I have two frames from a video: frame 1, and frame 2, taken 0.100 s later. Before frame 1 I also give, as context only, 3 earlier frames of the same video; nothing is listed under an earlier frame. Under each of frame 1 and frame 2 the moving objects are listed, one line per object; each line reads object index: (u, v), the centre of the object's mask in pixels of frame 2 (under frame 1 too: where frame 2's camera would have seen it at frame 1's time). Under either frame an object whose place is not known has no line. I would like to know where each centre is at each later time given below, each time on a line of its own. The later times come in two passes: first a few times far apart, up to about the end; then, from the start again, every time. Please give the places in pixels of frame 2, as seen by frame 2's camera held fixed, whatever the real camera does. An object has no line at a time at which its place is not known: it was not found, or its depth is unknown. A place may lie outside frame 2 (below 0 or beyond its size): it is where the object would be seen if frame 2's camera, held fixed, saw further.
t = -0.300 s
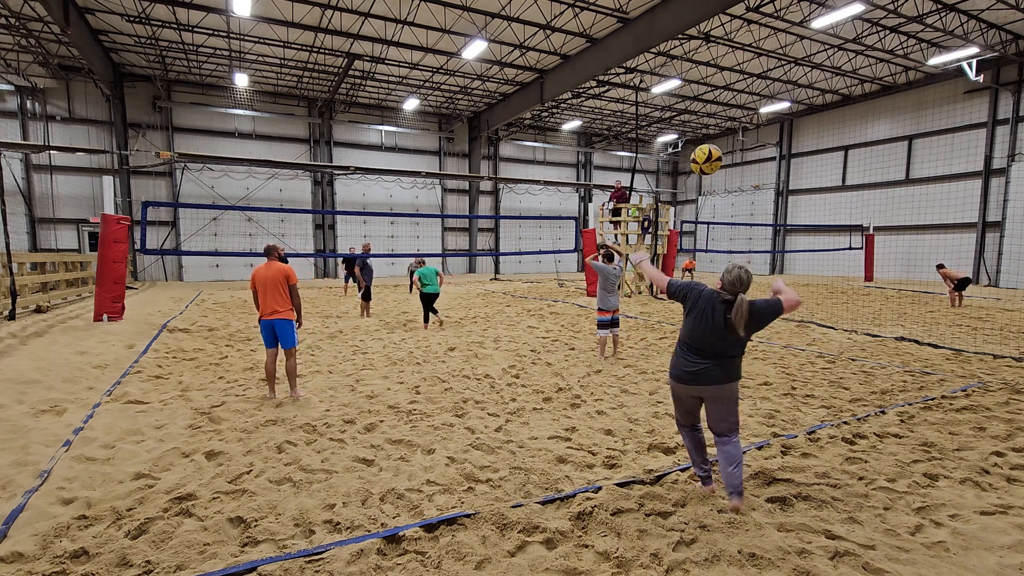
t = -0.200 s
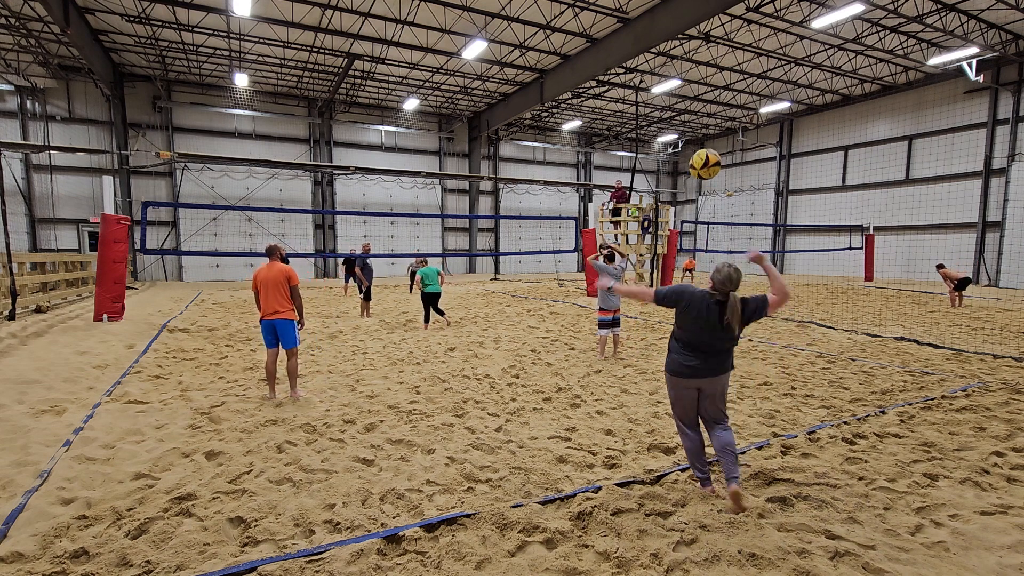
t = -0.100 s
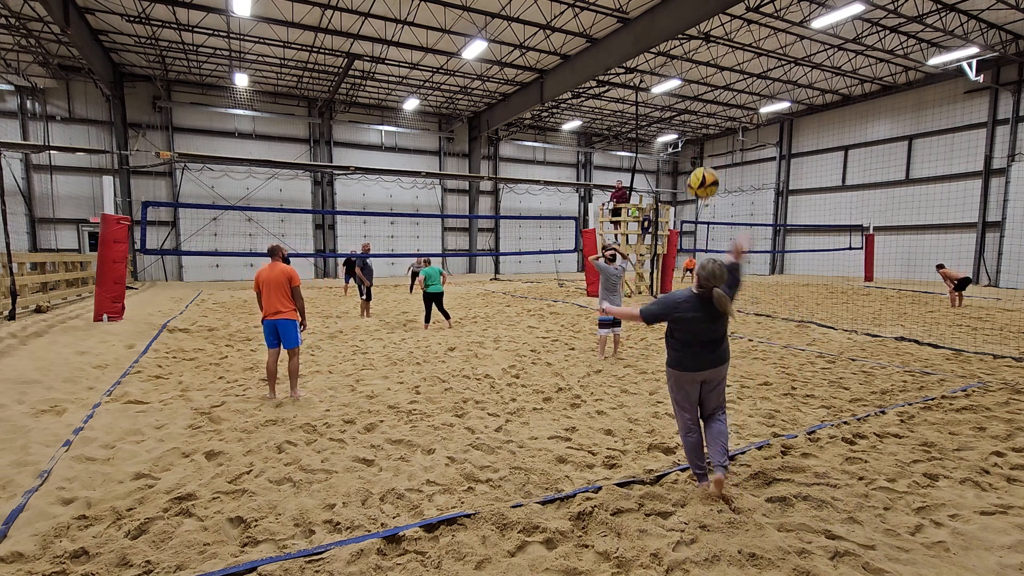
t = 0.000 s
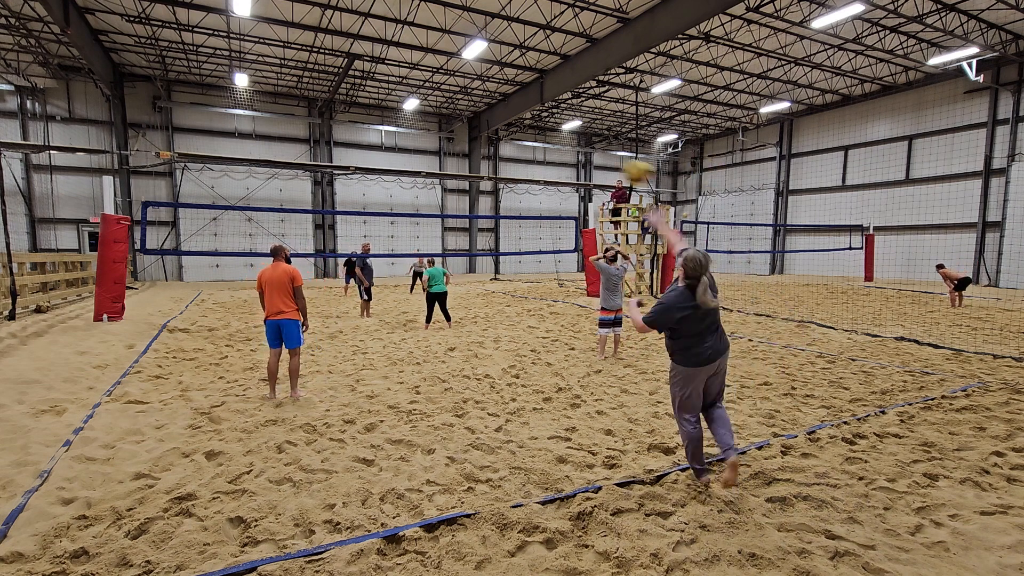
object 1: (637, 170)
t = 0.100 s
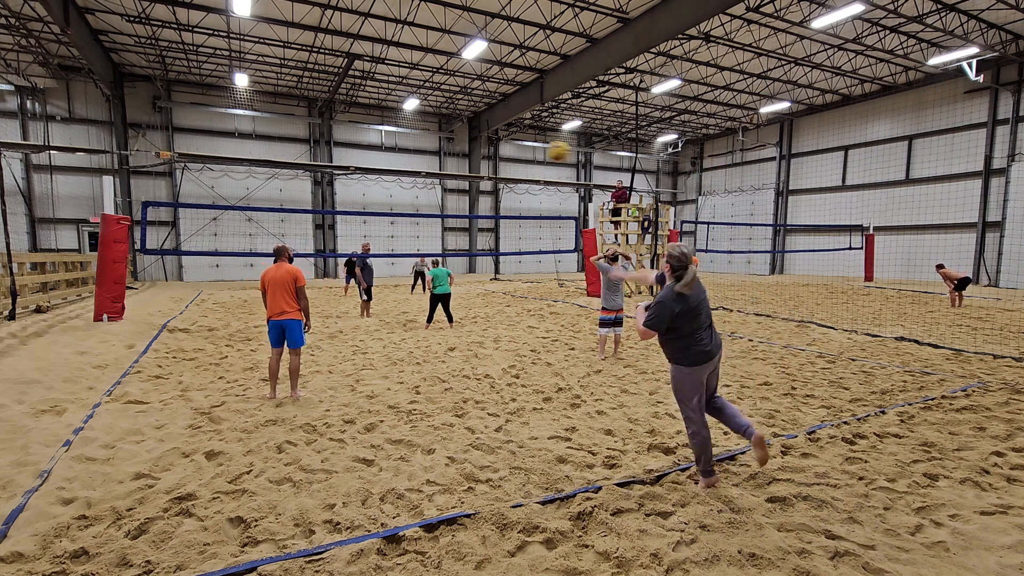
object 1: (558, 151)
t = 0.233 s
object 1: (493, 145)
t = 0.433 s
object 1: (437, 159)
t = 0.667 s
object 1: (402, 189)
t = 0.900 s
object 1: (381, 226)
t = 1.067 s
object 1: (372, 250)
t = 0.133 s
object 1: (539, 148)
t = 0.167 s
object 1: (521, 146)
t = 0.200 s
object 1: (506, 145)
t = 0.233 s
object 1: (493, 145)
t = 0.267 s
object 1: (482, 146)
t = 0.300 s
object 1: (471, 148)
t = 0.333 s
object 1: (462, 149)
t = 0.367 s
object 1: (453, 152)
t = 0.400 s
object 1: (445, 155)
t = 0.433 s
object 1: (437, 159)
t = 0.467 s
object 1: (431, 163)
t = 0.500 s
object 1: (425, 167)
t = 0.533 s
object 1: (419, 171)
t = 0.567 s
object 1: (414, 175)
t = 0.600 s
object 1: (410, 180)
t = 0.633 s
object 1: (406, 184)
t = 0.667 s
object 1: (402, 189)
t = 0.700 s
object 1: (399, 194)
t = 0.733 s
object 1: (395, 200)
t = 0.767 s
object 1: (392, 205)
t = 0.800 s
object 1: (389, 209)
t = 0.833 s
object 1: (387, 216)
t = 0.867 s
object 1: (384, 221)
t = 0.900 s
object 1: (381, 226)
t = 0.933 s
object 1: (379, 231)
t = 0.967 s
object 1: (376, 237)
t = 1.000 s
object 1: (374, 242)
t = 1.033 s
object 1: (373, 247)
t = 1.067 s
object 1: (372, 250)
